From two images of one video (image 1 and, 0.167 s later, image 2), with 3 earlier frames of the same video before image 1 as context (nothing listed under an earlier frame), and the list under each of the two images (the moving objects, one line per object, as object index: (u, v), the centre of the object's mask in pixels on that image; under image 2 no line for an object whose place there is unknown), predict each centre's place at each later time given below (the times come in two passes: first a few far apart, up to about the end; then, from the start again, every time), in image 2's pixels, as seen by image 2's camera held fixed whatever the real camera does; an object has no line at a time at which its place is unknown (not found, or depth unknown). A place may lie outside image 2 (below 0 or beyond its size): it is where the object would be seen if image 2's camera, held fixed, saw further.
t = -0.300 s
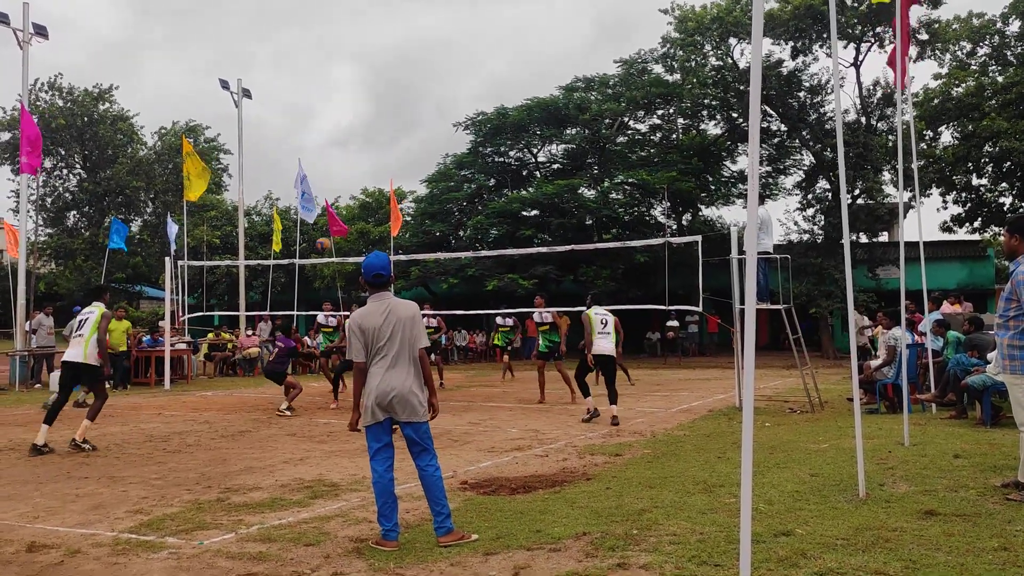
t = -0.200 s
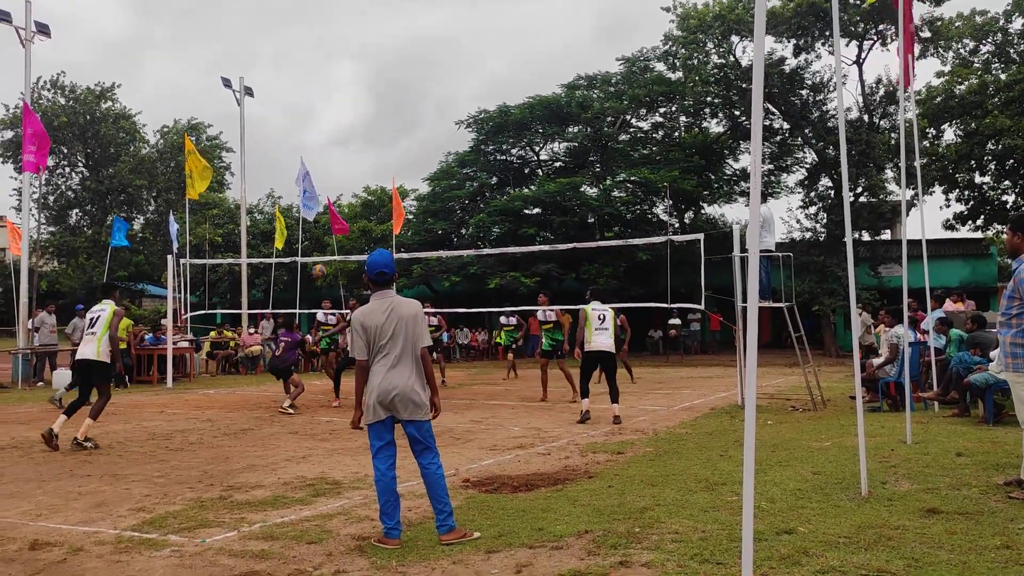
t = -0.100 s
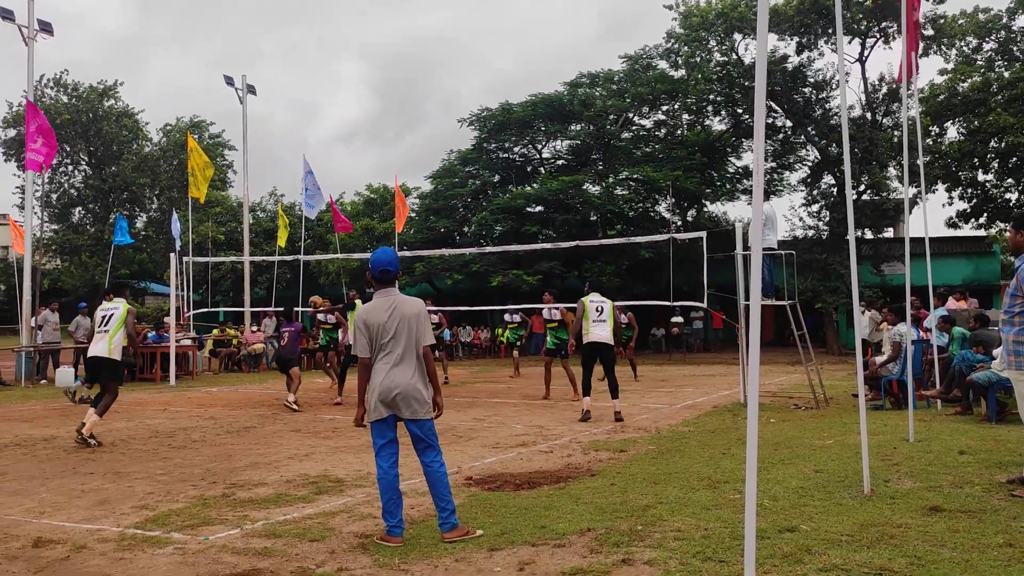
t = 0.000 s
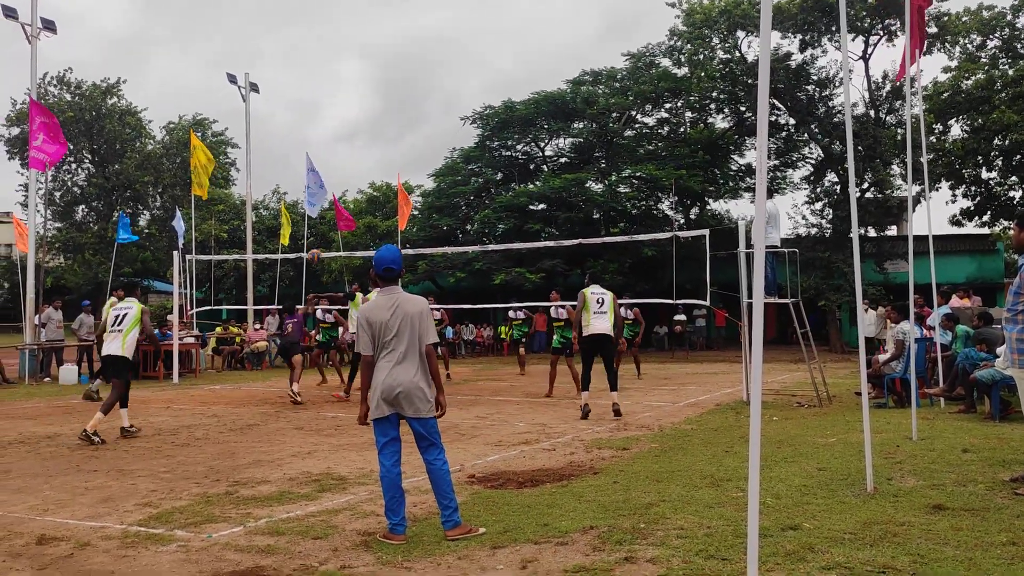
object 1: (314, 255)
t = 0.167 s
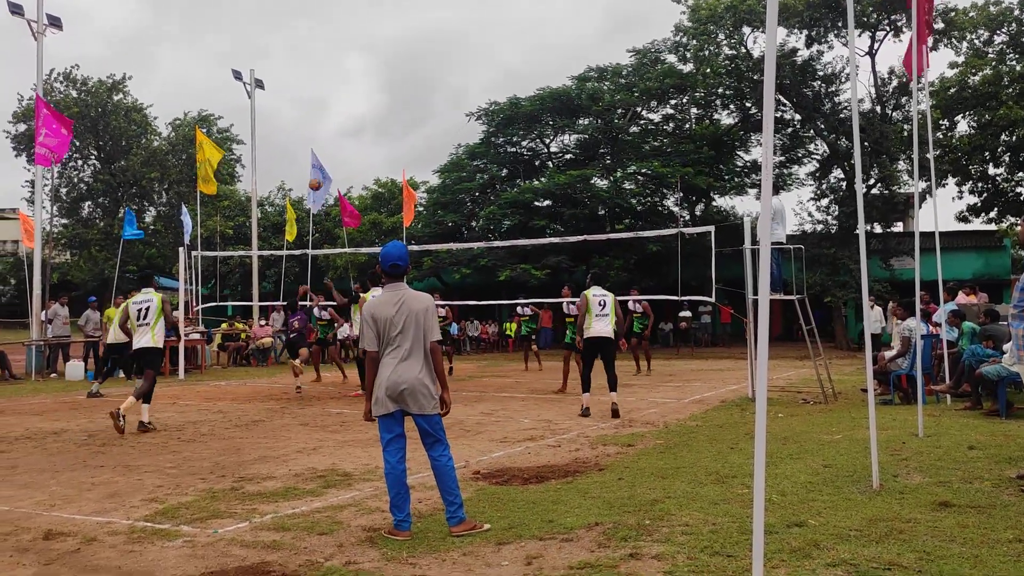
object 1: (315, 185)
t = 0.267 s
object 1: (313, 153)
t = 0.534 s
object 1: (307, 101)
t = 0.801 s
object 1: (302, 92)
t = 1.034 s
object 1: (298, 118)
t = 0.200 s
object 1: (314, 173)
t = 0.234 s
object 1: (313, 163)
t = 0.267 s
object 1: (313, 153)
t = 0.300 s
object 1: (312, 144)
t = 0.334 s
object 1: (311, 135)
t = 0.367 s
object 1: (311, 128)
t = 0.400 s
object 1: (310, 121)
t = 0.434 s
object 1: (309, 115)
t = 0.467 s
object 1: (308, 110)
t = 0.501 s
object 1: (308, 105)
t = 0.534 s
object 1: (307, 101)
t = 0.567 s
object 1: (306, 98)
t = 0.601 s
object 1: (305, 95)
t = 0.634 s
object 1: (305, 93)
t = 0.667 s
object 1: (304, 91)
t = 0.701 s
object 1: (304, 90)
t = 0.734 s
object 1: (303, 90)
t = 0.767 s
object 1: (302, 91)
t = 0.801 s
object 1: (302, 92)
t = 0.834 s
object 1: (301, 94)
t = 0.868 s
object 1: (301, 96)
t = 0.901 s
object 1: (300, 99)
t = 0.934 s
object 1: (299, 103)
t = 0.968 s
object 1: (299, 107)
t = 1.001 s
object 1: (298, 112)
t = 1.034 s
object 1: (298, 118)
